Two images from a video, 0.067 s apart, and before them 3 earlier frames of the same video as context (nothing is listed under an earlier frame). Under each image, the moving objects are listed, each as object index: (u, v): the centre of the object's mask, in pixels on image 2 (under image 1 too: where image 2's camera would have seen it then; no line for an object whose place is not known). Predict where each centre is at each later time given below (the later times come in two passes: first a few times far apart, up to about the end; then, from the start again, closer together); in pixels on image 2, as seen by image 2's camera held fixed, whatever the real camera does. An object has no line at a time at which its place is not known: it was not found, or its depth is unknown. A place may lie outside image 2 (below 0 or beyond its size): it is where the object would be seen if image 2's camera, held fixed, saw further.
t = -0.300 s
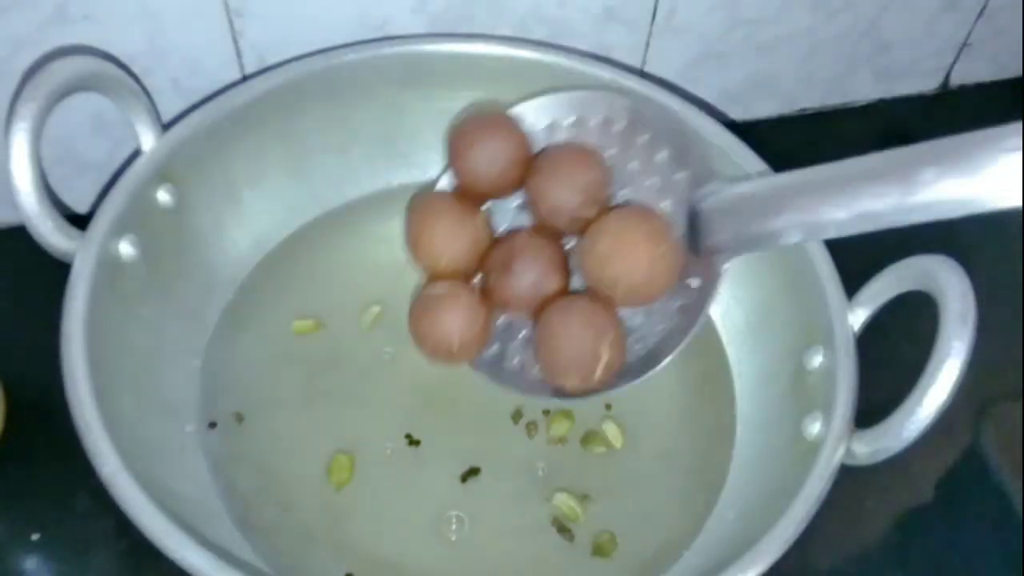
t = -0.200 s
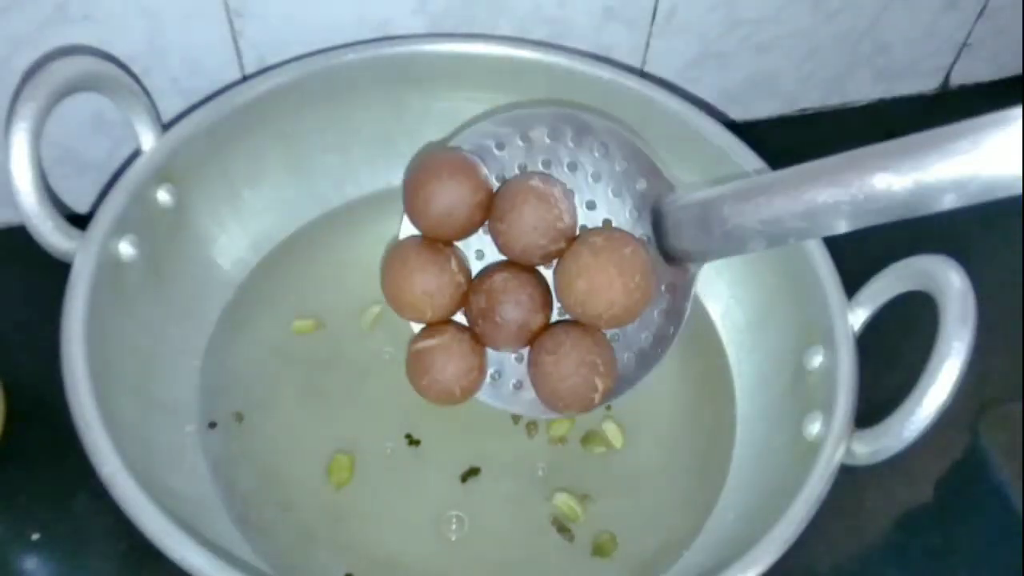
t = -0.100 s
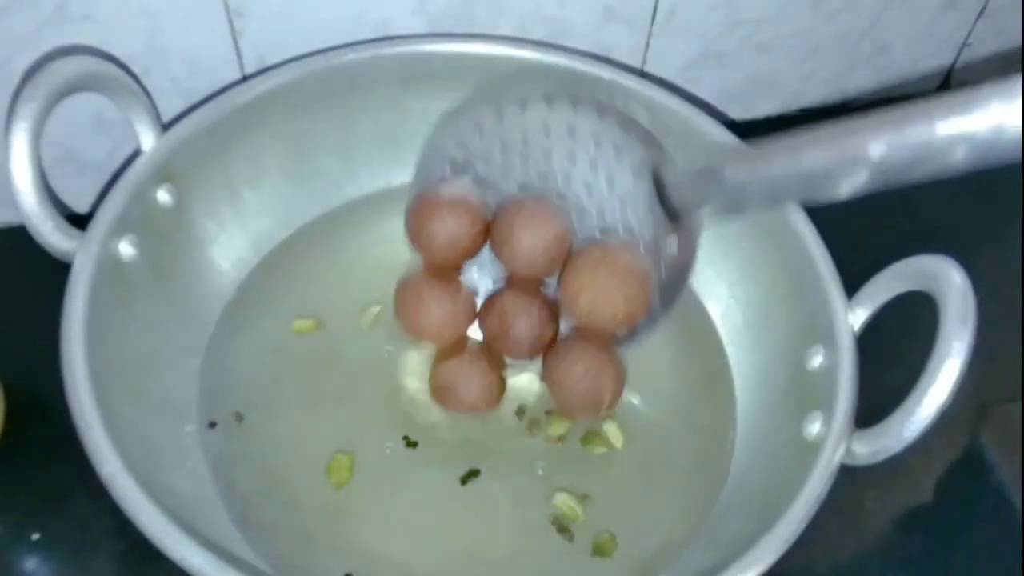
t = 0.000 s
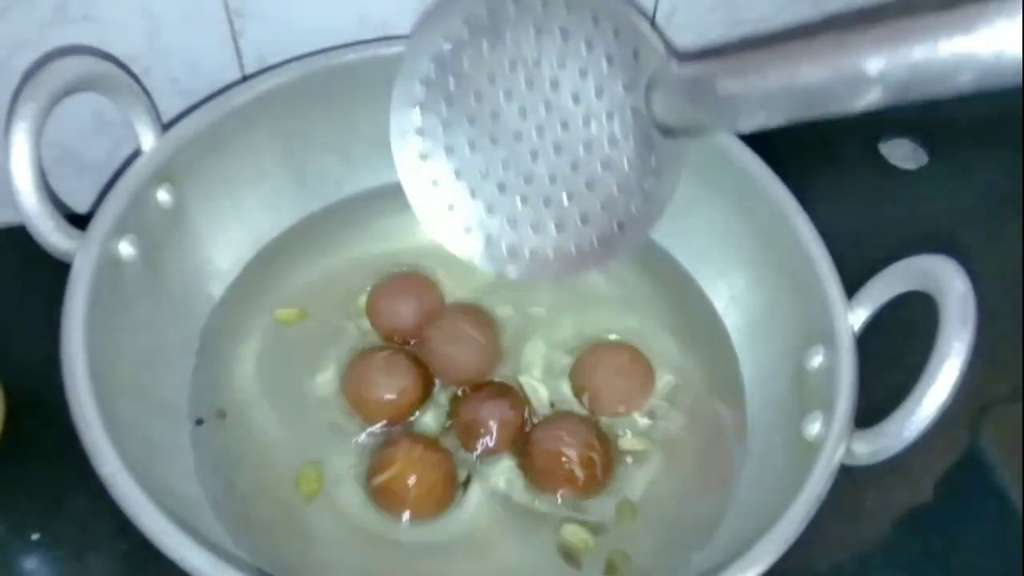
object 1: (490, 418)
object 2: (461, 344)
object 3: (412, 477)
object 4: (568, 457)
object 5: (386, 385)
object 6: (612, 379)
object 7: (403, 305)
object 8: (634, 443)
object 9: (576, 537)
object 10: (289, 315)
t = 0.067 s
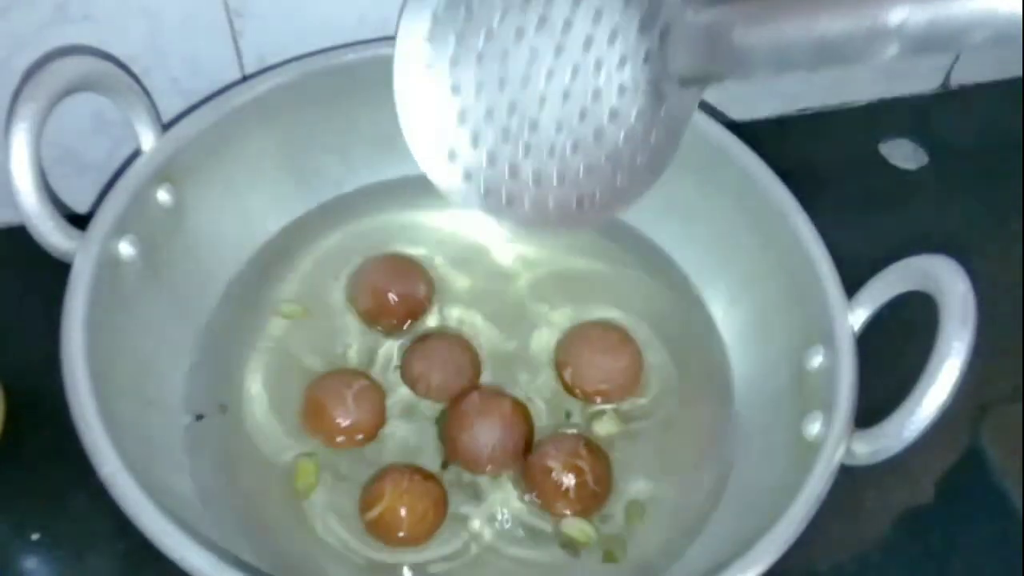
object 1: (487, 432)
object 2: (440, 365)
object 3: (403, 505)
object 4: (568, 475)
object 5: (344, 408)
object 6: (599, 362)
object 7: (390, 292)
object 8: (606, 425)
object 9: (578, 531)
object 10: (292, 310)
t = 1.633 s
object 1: (514, 507)
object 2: (275, 379)
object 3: (373, 535)
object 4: (567, 393)
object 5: (375, 323)
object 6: (468, 359)
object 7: (448, 246)
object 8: (643, 444)
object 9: (705, 422)
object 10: (373, 376)
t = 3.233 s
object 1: (598, 515)
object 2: (311, 290)
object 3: (371, 533)
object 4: (547, 438)
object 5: (386, 313)
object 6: (366, 401)
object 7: (497, 268)
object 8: (647, 379)
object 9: (628, 322)
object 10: (282, 389)
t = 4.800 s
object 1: (613, 507)
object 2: (351, 255)
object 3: (378, 535)
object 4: (556, 435)
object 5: (402, 304)
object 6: (318, 388)
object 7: (498, 304)
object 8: (636, 356)
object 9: (579, 341)
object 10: (279, 342)
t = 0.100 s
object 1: (482, 441)
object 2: (436, 371)
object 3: (405, 509)
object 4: (577, 479)
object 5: (334, 406)
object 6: (594, 362)
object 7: (386, 275)
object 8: (600, 425)
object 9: (582, 535)
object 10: (301, 309)
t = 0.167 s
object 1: (473, 462)
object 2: (432, 373)
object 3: (403, 523)
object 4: (608, 489)
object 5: (317, 391)
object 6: (592, 353)
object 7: (383, 260)
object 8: (590, 428)
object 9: (611, 548)
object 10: (306, 301)
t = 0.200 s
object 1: (474, 470)
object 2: (432, 391)
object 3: (405, 528)
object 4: (618, 488)
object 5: (307, 390)
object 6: (595, 346)
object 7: (381, 247)
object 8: (584, 428)
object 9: (616, 547)
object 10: (308, 296)
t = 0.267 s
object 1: (476, 477)
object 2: (429, 405)
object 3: (400, 535)
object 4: (630, 484)
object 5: (302, 388)
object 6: (590, 343)
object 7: (381, 234)
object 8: (571, 442)
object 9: (618, 546)
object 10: (320, 299)
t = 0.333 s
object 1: (470, 480)
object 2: (413, 414)
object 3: (396, 538)
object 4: (635, 485)
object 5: (303, 379)
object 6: (581, 345)
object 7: (387, 236)
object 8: (558, 464)
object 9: (626, 554)
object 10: (340, 304)
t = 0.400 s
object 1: (470, 490)
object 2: (398, 438)
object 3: (389, 543)
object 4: (633, 476)
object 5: (283, 371)
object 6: (575, 347)
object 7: (387, 236)
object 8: (554, 481)
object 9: (637, 553)
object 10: (334, 305)
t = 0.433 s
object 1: (466, 494)
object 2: (389, 439)
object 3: (385, 544)
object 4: (636, 471)
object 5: (281, 367)
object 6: (572, 346)
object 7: (388, 238)
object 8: (556, 491)
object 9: (646, 551)
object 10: (338, 305)
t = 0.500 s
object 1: (464, 488)
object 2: (376, 435)
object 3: (385, 537)
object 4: (633, 456)
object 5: (295, 353)
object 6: (564, 344)
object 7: (395, 241)
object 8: (554, 493)
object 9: (654, 541)
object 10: (352, 302)
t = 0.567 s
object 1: (469, 486)
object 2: (372, 438)
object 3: (389, 535)
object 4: (631, 436)
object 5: (302, 344)
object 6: (560, 334)
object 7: (405, 237)
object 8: (563, 492)
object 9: (659, 528)
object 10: (366, 300)
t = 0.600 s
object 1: (471, 491)
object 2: (367, 440)
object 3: (390, 535)
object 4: (634, 430)
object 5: (308, 340)
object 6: (560, 333)
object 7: (408, 236)
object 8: (573, 496)
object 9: (669, 524)
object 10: (369, 295)
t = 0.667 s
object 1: (475, 493)
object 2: (357, 438)
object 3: (394, 535)
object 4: (637, 423)
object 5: (315, 331)
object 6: (558, 336)
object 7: (411, 236)
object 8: (585, 501)
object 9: (684, 518)
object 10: (376, 297)
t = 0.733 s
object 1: (477, 493)
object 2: (348, 441)
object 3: (392, 533)
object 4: (629, 413)
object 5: (321, 333)
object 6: (551, 338)
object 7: (415, 243)
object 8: (586, 497)
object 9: (681, 511)
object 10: (383, 305)
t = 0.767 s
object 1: (475, 497)
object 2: (341, 443)
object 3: (388, 535)
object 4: (626, 411)
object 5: (322, 333)
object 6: (547, 340)
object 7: (415, 246)
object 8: (590, 500)
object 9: (684, 510)
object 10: (384, 310)
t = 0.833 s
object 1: (473, 504)
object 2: (326, 444)
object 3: (381, 539)
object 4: (621, 408)
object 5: (325, 327)
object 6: (540, 345)
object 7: (416, 245)
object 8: (597, 505)
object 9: (691, 507)
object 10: (383, 312)
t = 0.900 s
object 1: (476, 499)
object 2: (320, 439)
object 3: (381, 535)
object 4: (612, 396)
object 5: (332, 323)
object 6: (534, 341)
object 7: (418, 243)
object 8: (599, 495)
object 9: (690, 497)
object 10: (389, 313)
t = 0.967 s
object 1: (483, 494)
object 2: (317, 427)
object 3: (385, 531)
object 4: (607, 386)
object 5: (342, 315)
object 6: (530, 338)
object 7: (423, 241)
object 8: (611, 486)
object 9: (698, 485)
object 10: (396, 313)
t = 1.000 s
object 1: (487, 495)
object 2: (313, 424)
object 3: (385, 531)
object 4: (607, 383)
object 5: (346, 312)
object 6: (529, 339)
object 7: (426, 240)
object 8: (617, 485)
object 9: (703, 480)
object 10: (400, 313)
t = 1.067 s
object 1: (491, 498)
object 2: (306, 424)
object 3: (384, 533)
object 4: (605, 380)
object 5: (352, 315)
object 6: (527, 341)
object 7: (430, 240)
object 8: (624, 479)
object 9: (705, 474)
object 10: (405, 323)
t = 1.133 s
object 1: (492, 501)
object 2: (302, 421)
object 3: (384, 535)
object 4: (598, 382)
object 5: (358, 316)
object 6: (517, 344)
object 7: (432, 244)
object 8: (624, 477)
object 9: (704, 469)
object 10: (407, 331)
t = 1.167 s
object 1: (492, 502)
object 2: (299, 419)
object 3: (383, 535)
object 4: (594, 384)
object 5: (360, 317)
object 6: (511, 346)
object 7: (432, 245)
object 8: (625, 477)
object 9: (705, 468)
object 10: (407, 337)
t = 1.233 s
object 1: (494, 506)
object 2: (288, 415)
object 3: (377, 536)
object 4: (590, 386)
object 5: (359, 319)
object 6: (504, 349)
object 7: (431, 246)
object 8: (629, 474)
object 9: (705, 464)
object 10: (400, 345)
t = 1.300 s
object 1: (497, 504)
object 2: (283, 406)
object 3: (376, 535)
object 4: (585, 383)
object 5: (363, 316)
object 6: (497, 347)
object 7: (434, 243)
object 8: (633, 466)
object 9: (708, 453)
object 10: (398, 349)
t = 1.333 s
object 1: (499, 500)
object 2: (284, 401)
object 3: (377, 533)
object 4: (583, 381)
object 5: (366, 314)
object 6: (494, 346)
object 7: (436, 242)
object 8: (633, 460)
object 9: (708, 447)
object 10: (398, 349)
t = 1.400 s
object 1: (505, 498)
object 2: (283, 394)
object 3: (379, 532)
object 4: (582, 378)
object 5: (373, 313)
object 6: (491, 344)
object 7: (442, 240)
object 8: (636, 452)
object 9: (705, 438)
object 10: (398, 354)
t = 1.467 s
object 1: (511, 502)
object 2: (281, 389)
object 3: (380, 534)
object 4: (581, 382)
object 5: (376, 314)
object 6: (487, 348)
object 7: (445, 239)
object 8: (644, 450)
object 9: (711, 432)
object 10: (392, 359)
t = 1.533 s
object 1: (513, 504)
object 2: (280, 385)
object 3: (379, 534)
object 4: (575, 387)
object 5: (377, 318)
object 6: (479, 353)
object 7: (447, 244)
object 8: (643, 448)
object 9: (709, 429)
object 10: (386, 367)
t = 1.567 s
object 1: (513, 504)
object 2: (278, 384)
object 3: (378, 534)
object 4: (572, 389)
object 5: (376, 321)
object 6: (476, 355)
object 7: (447, 246)
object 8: (640, 446)
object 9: (706, 427)
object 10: (382, 371)
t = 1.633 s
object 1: (514, 507)
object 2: (275, 379)
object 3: (373, 535)
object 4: (567, 393)
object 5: (375, 323)
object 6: (468, 359)
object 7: (448, 246)
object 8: (643, 444)
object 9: (705, 422)
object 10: (373, 376)
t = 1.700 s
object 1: (518, 506)
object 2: (275, 371)
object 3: (372, 533)
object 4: (563, 394)
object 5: (375, 321)
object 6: (462, 358)
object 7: (451, 242)
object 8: (644, 437)
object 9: (704, 413)
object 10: (367, 377)
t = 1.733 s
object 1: (521, 503)
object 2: (276, 366)
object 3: (374, 531)
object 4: (562, 392)
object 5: (377, 320)
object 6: (461, 357)
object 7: (453, 241)
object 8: (644, 433)
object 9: (702, 408)
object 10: (367, 377)
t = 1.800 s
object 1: (527, 499)
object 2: (279, 359)
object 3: (377, 528)
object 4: (560, 392)
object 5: (379, 318)
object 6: (459, 357)
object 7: (457, 240)
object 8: (646, 426)
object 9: (702, 399)
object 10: (365, 377)
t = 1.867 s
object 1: (533, 502)
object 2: (279, 354)
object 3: (376, 530)
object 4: (560, 398)
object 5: (378, 320)
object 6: (455, 362)
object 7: (461, 241)
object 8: (650, 423)
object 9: (704, 393)
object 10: (359, 383)
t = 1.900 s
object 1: (534, 503)
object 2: (279, 353)
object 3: (375, 531)
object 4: (559, 400)
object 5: (378, 322)
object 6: (453, 365)
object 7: (462, 242)
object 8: (650, 422)
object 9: (702, 391)
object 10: (357, 387)
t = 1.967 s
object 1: (535, 505)
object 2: (280, 352)
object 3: (374, 532)
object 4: (554, 406)
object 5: (376, 325)
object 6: (446, 370)
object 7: (463, 245)
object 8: (646, 421)
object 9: (696, 389)
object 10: (351, 393)
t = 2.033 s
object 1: (537, 506)
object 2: (281, 347)
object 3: (371, 532)
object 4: (550, 411)
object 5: (372, 325)
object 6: (439, 373)
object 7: (464, 247)
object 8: (646, 420)
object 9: (694, 384)
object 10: (344, 396)
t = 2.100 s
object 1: (541, 504)
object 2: (280, 340)
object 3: (370, 531)
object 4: (550, 412)
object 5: (371, 323)
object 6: (435, 374)
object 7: (466, 245)
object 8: (648, 414)
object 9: (691, 377)
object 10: (336, 397)
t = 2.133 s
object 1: (544, 502)
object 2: (282, 336)
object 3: (371, 529)
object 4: (549, 412)
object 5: (371, 321)
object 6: (434, 374)
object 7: (468, 244)
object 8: (647, 411)
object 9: (690, 372)
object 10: (336, 396)
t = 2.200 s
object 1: (549, 499)
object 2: (287, 331)
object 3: (373, 526)
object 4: (549, 411)
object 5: (373, 318)
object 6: (432, 373)
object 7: (473, 244)
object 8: (648, 405)
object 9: (687, 366)
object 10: (336, 395)
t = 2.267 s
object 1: (554, 502)
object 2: (289, 327)
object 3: (374, 529)
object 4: (550, 416)
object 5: (373, 319)
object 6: (428, 378)
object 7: (476, 245)
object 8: (650, 403)
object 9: (685, 362)
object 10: (332, 398)
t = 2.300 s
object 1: (556, 504)
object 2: (289, 326)
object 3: (373, 530)
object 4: (550, 418)
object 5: (372, 320)
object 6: (425, 380)
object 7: (477, 246)
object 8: (651, 403)
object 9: (685, 361)
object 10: (328, 400)
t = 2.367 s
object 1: (558, 507)
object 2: (289, 325)
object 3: (372, 531)
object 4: (548, 422)
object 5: (372, 321)
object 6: (419, 385)
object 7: (478, 250)
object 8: (650, 404)
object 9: (681, 360)
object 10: (323, 403)
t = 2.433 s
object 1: (559, 509)
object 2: (289, 322)
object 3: (370, 531)
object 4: (546, 423)
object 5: (372, 321)
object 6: (413, 388)
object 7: (479, 252)
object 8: (648, 402)
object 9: (675, 357)
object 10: (317, 404)
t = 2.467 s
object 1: (561, 510)
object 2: (290, 319)
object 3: (369, 531)
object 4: (545, 424)
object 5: (373, 320)
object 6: (411, 389)
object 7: (480, 252)
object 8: (649, 400)
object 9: (673, 354)
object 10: (314, 403)
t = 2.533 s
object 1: (565, 509)
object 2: (292, 314)
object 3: (369, 529)
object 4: (546, 423)
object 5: (374, 316)
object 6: (407, 388)
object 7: (482, 250)
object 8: (649, 395)
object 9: (671, 348)
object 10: (311, 401)
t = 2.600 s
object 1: (570, 507)
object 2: (296, 309)
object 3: (372, 527)
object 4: (547, 422)
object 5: (377, 314)
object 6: (405, 387)
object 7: (485, 250)
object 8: (649, 391)
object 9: (666, 342)
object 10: (310, 398)
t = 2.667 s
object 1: (575, 508)
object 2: (298, 307)
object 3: (373, 528)
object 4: (548, 424)
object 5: (379, 314)
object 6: (401, 390)
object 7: (488, 252)
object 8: (652, 390)
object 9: (664, 340)
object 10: (307, 398)
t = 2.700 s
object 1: (576, 510)
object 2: (299, 307)
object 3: (372, 529)
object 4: (548, 426)
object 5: (379, 315)
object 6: (399, 392)
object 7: (489, 254)
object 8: (652, 390)
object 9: (663, 339)
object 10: (305, 399)
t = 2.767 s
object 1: (578, 514)
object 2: (299, 306)
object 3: (371, 532)
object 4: (547, 430)
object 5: (379, 317)
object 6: (393, 396)
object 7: (490, 257)
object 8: (651, 392)
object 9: (656, 338)
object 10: (299, 401)
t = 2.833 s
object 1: (580, 514)
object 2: (300, 304)
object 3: (370, 531)
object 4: (545, 431)
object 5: (380, 316)
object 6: (388, 397)
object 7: (490, 259)
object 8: (649, 390)
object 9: (651, 336)
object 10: (296, 400)
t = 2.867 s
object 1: (581, 514)
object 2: (300, 302)
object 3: (369, 531)
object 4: (545, 431)
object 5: (380, 315)
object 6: (385, 397)
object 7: (490, 259)
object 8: (649, 389)
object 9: (649, 334)
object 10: (294, 398)
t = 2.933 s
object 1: (586, 512)
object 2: (302, 297)
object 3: (370, 530)
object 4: (546, 431)
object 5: (381, 313)
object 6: (382, 396)
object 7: (492, 259)
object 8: (650, 384)
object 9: (646, 329)
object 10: (291, 394)
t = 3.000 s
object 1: (590, 511)
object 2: (306, 294)
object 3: (372, 528)
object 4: (547, 430)
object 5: (384, 311)
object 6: (380, 395)
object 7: (494, 259)
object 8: (650, 380)
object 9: (642, 324)
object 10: (291, 391)
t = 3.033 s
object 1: (591, 510)
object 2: (308, 293)
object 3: (372, 528)
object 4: (548, 431)
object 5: (385, 311)
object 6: (379, 395)
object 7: (496, 259)
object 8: (650, 379)
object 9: (641, 323)
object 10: (291, 391)
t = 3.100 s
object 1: (595, 512)
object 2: (310, 292)
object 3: (372, 531)
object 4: (549, 434)
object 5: (386, 312)
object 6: (375, 398)
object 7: (497, 262)
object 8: (650, 380)
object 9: (637, 323)
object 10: (288, 391)
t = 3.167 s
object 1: (597, 514)
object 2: (310, 292)
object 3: (372, 532)
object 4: (548, 437)
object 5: (385, 313)
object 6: (370, 401)
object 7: (497, 266)
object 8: (649, 380)
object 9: (633, 323)
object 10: (284, 391)
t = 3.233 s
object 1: (598, 515)
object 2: (311, 290)
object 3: (371, 533)
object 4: (547, 438)
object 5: (386, 313)
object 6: (366, 401)
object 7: (497, 268)
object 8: (647, 379)
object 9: (628, 322)
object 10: (282, 389)
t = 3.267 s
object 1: (599, 514)
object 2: (312, 288)
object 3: (371, 532)
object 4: (547, 438)
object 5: (386, 312)
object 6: (364, 400)
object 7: (497, 268)
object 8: (647, 378)
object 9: (626, 321)
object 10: (281, 387)
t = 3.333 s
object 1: (602, 512)
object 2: (313, 284)
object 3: (371, 531)
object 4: (548, 438)
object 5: (387, 310)
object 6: (361, 399)
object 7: (498, 267)
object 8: (647, 373)
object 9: (623, 318)
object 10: (281, 383)
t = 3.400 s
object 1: (605, 510)
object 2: (316, 281)
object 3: (373, 530)
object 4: (550, 438)
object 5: (389, 308)
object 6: (359, 398)
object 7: (499, 268)
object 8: (647, 370)
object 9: (619, 316)
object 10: (281, 380)
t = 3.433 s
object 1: (607, 510)
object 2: (318, 281)
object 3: (374, 531)
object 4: (551, 438)
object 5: (390, 308)
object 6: (359, 398)
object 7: (500, 269)
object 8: (646, 370)
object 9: (618, 316)
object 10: (281, 379)
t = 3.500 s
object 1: (609, 511)
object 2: (320, 280)
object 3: (374, 532)
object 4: (551, 440)
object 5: (391, 309)
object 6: (356, 400)
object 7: (501, 272)
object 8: (646, 370)
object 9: (615, 317)
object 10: (280, 379)
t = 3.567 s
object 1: (611, 512)
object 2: (321, 280)
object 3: (374, 534)
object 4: (551, 442)
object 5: (390, 310)
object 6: (352, 402)
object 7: (500, 275)
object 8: (645, 370)
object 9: (611, 318)
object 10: (278, 378)
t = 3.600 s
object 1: (611, 512)
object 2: (321, 279)
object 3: (373, 534)
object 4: (550, 443)
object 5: (390, 310)
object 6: (350, 402)
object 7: (500, 276)
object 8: (645, 371)
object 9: (609, 318)
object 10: (277, 378)
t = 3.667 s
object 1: (611, 511)
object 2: (322, 277)
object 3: (373, 534)
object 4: (549, 442)
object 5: (391, 309)
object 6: (347, 401)
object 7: (500, 277)
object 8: (643, 369)
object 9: (606, 318)
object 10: (277, 374)
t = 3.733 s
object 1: (612, 509)
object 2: (324, 274)
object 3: (374, 533)
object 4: (550, 441)
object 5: (392, 307)
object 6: (345, 399)
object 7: (500, 278)
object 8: (643, 366)
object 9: (603, 316)
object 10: (277, 370)
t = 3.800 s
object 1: (612, 508)
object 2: (327, 271)
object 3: (375, 533)
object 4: (551, 439)
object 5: (394, 306)
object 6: (344, 398)
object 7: (501, 278)
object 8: (643, 363)
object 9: (600, 314)
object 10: (278, 367)
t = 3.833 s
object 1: (612, 507)
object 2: (328, 271)
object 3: (376, 533)
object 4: (551, 438)
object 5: (394, 306)
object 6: (343, 397)
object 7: (502, 279)
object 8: (643, 363)
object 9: (600, 315)
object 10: (278, 367)
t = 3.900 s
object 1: (612, 508)
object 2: (330, 271)
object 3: (376, 534)
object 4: (552, 439)
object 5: (395, 307)
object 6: (341, 398)
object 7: (502, 282)
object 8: (642, 364)
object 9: (597, 318)
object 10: (278, 367)
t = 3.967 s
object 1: (611, 510)
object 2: (331, 270)
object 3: (376, 535)
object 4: (552, 440)
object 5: (395, 308)
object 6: (338, 399)
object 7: (502, 284)
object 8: (641, 364)
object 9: (594, 319)
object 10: (276, 365)
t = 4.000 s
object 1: (611, 510)
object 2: (332, 270)
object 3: (376, 535)
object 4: (551, 440)
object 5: (395, 308)
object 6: (337, 399)
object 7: (502, 286)
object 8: (641, 365)
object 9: (593, 320)
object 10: (276, 364)
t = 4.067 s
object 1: (610, 509)
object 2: (333, 268)
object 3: (376, 535)
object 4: (551, 439)
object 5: (395, 307)
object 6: (334, 398)
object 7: (501, 286)
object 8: (640, 363)
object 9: (590, 320)
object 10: (276, 361)
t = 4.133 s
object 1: (611, 508)
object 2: (335, 265)
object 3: (376, 535)
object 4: (551, 437)
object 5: (396, 305)
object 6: (333, 395)
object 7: (502, 286)
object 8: (639, 360)
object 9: (588, 320)
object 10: (276, 357)
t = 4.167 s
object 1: (611, 507)
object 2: (336, 264)
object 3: (377, 534)
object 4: (552, 436)
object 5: (397, 304)
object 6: (332, 395)
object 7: (502, 287)
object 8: (639, 359)
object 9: (588, 320)
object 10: (277, 356)
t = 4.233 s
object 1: (612, 506)
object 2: (338, 263)
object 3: (378, 534)
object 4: (553, 435)
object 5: (398, 304)
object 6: (331, 394)
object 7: (502, 288)
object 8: (639, 358)
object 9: (586, 322)
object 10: (277, 354)
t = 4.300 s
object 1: (612, 507)
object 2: (340, 263)
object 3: (378, 535)
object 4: (553, 436)
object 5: (399, 305)
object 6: (330, 394)
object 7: (502, 291)
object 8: (639, 359)
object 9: (585, 325)
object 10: (277, 354)
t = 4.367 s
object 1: (612, 508)
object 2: (341, 262)
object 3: (378, 535)
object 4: (553, 437)
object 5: (399, 306)
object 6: (327, 395)
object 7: (501, 294)
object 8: (638, 359)
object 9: (584, 328)
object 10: (277, 353)
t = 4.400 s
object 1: (612, 508)
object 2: (341, 262)
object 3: (377, 536)
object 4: (553, 437)
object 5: (399, 306)
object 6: (326, 394)
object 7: (500, 295)
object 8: (637, 360)
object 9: (583, 330)
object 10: (276, 352)
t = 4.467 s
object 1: (611, 507)
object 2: (343, 260)
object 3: (377, 535)
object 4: (553, 436)
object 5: (399, 305)
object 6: (325, 393)
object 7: (500, 296)
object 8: (637, 359)
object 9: (582, 330)
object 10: (277, 350)
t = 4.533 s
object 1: (612, 506)
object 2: (344, 258)
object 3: (377, 534)
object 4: (554, 435)
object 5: (400, 303)
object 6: (323, 390)
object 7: (500, 296)
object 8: (636, 357)
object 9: (581, 331)
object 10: (277, 347)
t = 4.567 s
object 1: (612, 505)
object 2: (345, 257)
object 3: (378, 534)
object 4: (554, 434)
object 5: (400, 303)
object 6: (323, 390)
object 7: (500, 297)
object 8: (637, 356)
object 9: (581, 332)
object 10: (278, 346)
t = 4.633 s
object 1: (613, 505)
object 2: (348, 256)
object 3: (378, 534)
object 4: (555, 434)
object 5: (401, 303)
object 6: (322, 389)
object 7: (500, 299)
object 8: (636, 355)
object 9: (581, 334)
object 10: (279, 344)
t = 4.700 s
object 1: (613, 506)
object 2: (349, 256)
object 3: (379, 535)
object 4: (556, 434)
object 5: (402, 303)
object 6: (321, 389)
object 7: (500, 301)
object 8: (636, 356)
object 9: (580, 337)
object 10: (279, 343)
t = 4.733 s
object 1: (613, 506)
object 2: (350, 256)
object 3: (379, 535)
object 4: (556, 435)
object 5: (402, 304)
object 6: (320, 388)
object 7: (499, 302)
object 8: (637, 356)
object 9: (580, 338)
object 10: (279, 343)
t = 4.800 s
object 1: (613, 507)
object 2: (351, 255)
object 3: (378, 535)
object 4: (556, 435)
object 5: (402, 304)
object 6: (318, 388)
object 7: (498, 304)
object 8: (636, 356)
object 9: (579, 341)
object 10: (279, 342)
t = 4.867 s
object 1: (613, 506)
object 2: (352, 254)
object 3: (378, 535)
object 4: (556, 434)
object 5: (402, 303)
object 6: (317, 386)
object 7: (498, 306)
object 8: (636, 356)
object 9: (578, 343)
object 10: (279, 340)
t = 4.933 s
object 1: (613, 505)
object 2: (354, 252)
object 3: (378, 535)
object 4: (557, 433)
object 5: (403, 302)
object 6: (316, 384)
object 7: (497, 306)
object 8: (636, 354)
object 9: (577, 344)
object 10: (280, 337)
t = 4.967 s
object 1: (613, 504)
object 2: (355, 251)
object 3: (379, 534)
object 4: (558, 433)
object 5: (403, 302)
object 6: (316, 383)
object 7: (497, 306)
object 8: (635, 353)
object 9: (577, 344)
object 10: (281, 336)
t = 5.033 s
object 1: (613, 504)
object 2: (357, 250)
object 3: (379, 534)
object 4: (559, 432)
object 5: (404, 301)
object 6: (316, 382)
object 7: (497, 308)
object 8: (636, 353)
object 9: (577, 347)
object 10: (281, 335)
